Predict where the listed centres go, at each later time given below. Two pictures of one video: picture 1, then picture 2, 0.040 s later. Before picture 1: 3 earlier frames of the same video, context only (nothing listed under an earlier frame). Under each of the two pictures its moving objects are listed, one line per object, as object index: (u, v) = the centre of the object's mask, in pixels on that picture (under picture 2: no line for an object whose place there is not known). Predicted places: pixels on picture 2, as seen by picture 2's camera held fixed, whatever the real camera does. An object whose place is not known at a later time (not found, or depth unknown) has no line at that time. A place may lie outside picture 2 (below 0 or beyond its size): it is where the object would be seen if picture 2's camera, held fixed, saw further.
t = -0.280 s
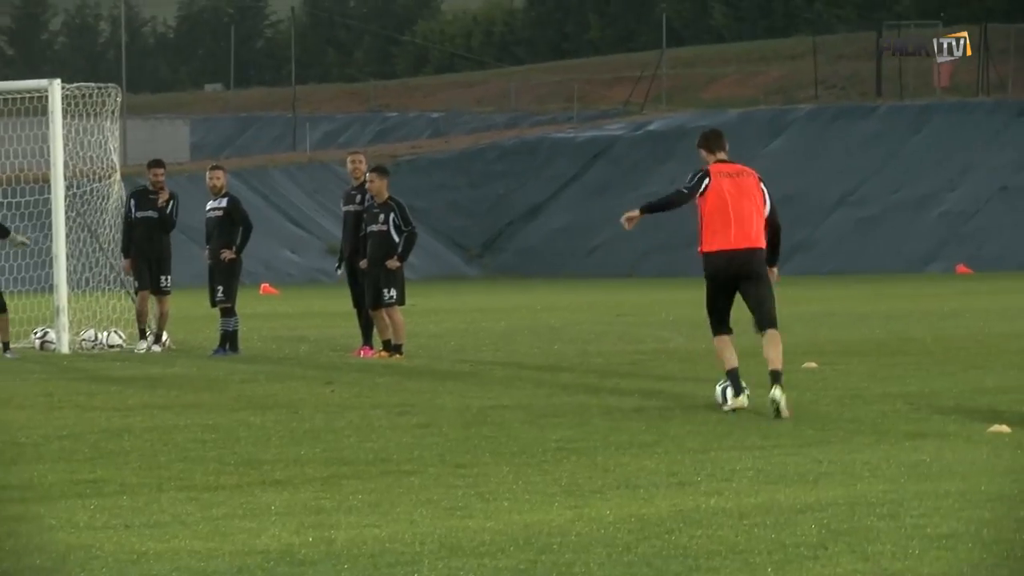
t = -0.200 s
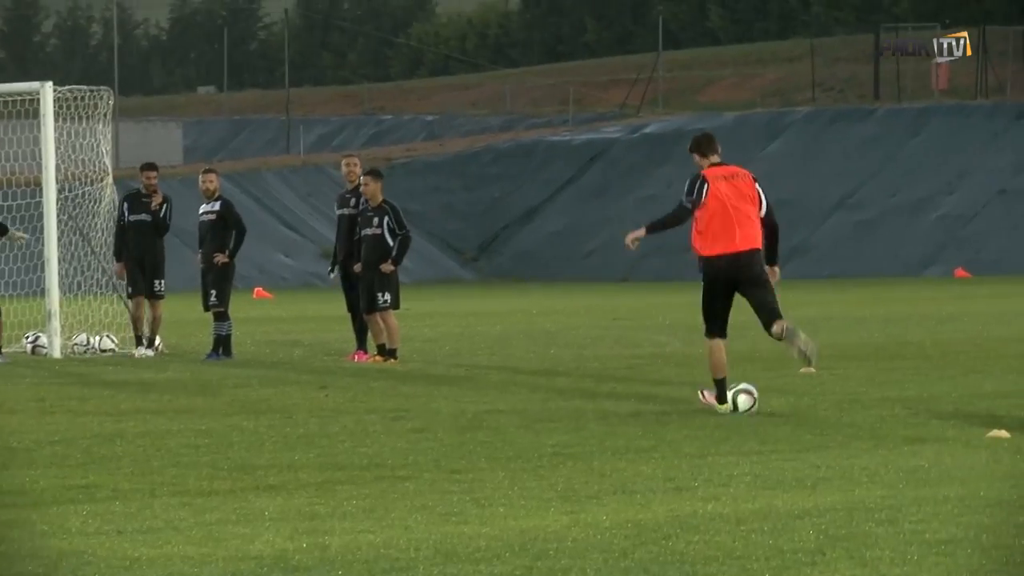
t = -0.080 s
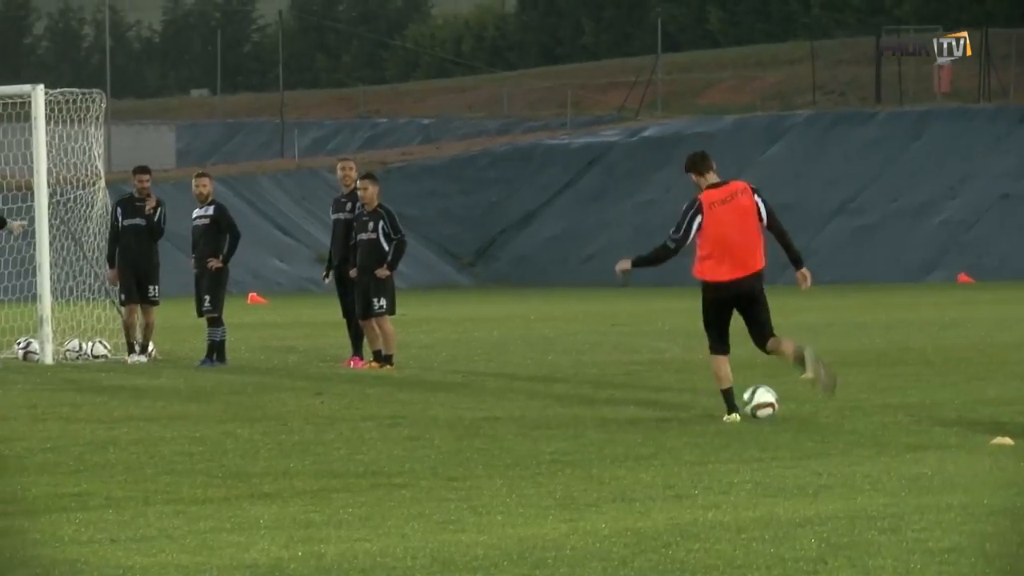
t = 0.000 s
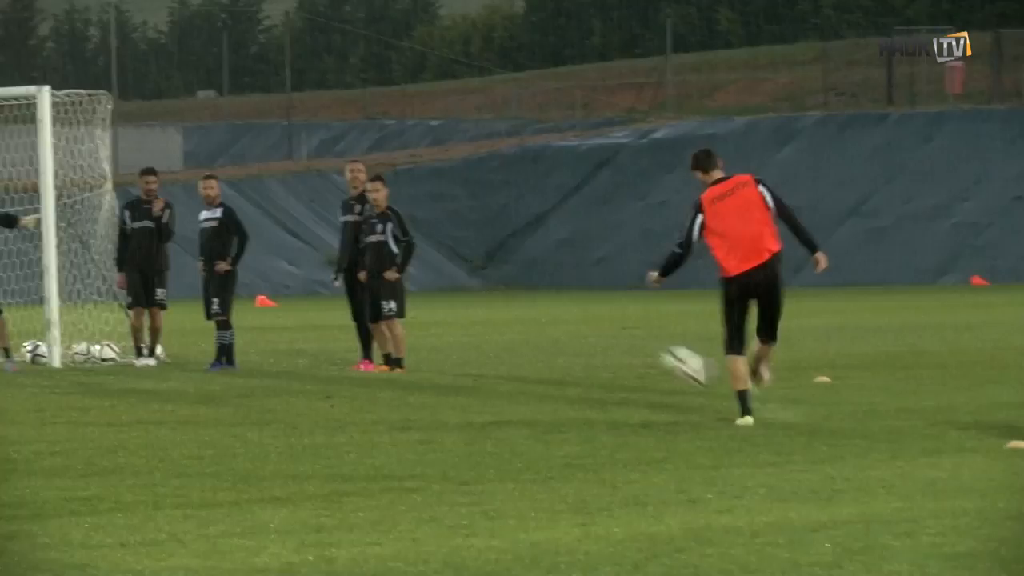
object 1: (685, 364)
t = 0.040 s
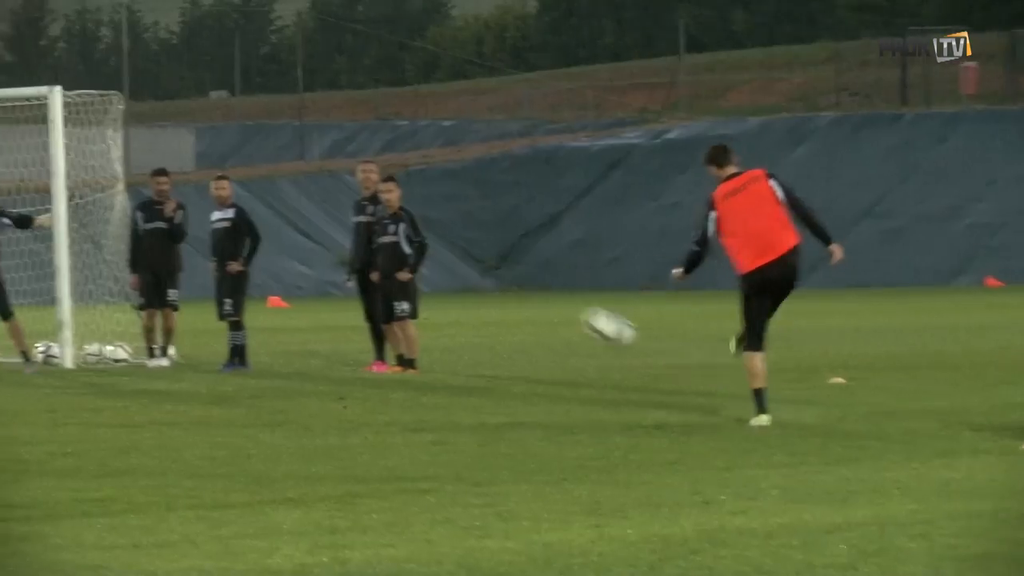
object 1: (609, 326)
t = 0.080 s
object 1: (519, 292)
